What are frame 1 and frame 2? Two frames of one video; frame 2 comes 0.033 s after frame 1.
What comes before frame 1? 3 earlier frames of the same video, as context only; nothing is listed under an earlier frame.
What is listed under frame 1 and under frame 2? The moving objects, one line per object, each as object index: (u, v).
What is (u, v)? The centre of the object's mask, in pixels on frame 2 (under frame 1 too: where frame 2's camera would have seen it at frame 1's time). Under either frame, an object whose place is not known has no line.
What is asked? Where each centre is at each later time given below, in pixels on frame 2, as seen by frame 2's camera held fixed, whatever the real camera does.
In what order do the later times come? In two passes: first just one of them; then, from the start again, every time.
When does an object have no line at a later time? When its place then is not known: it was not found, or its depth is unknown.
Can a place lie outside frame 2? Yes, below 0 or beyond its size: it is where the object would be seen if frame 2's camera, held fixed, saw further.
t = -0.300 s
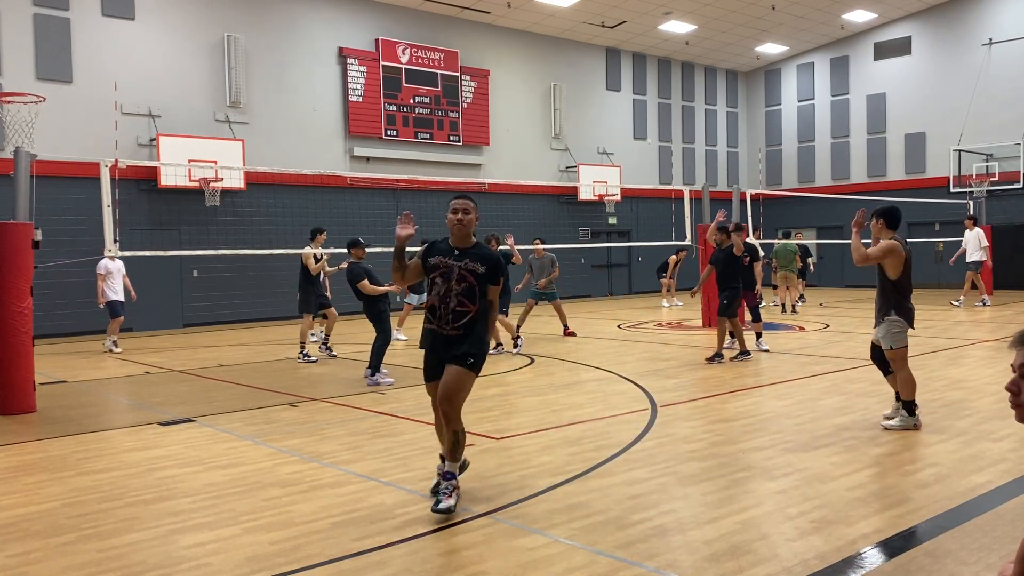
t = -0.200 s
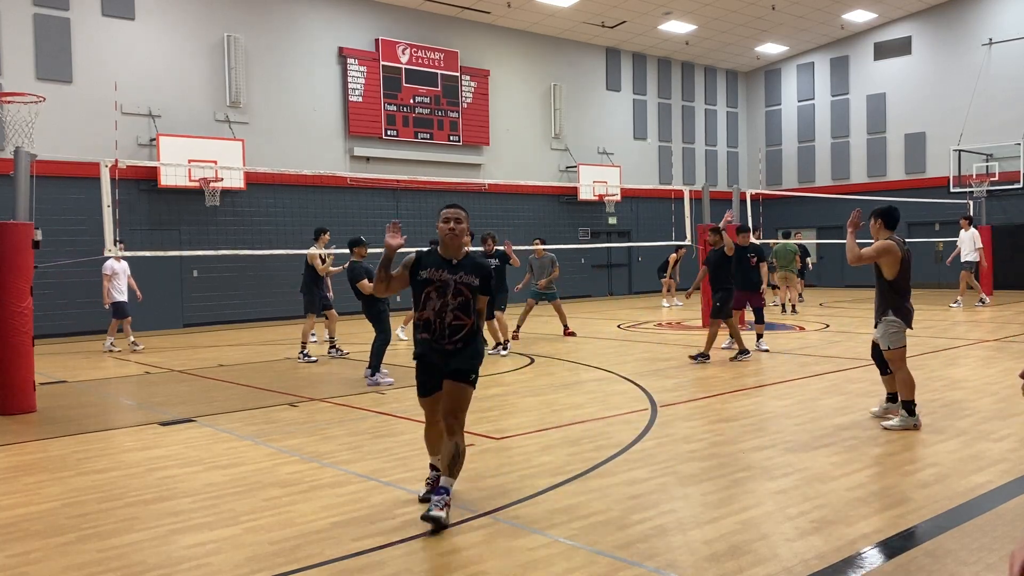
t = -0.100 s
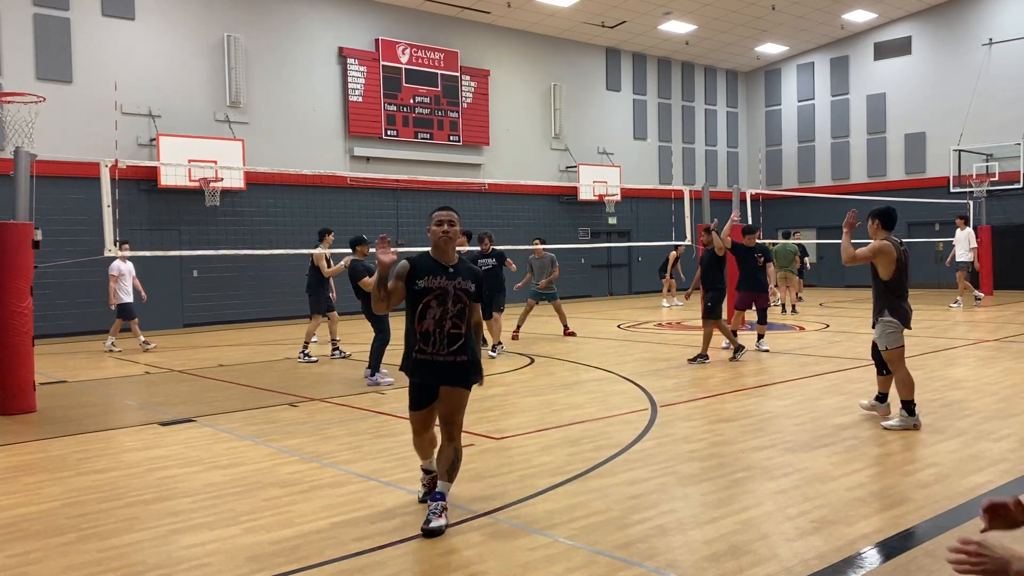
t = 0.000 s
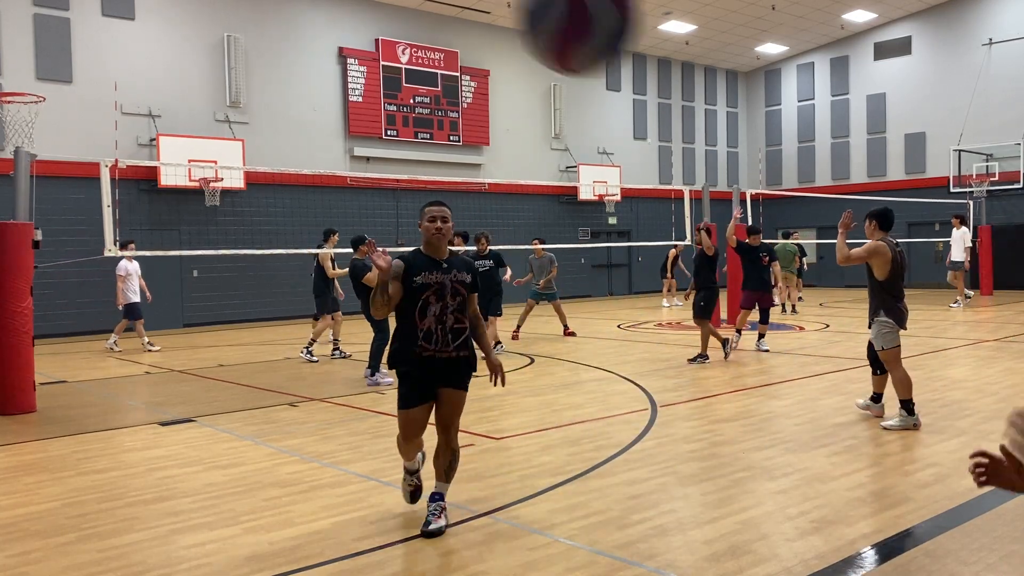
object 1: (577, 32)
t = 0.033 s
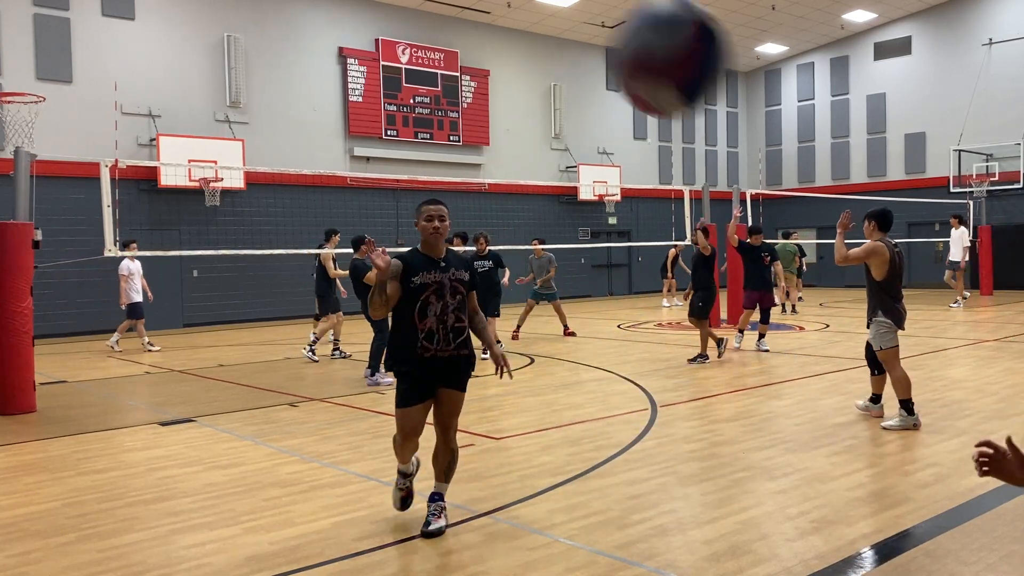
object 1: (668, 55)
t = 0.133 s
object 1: (932, 214)
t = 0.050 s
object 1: (713, 78)
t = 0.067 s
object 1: (758, 103)
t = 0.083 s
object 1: (802, 130)
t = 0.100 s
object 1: (845, 157)
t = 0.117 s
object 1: (890, 185)
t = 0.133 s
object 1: (932, 214)
